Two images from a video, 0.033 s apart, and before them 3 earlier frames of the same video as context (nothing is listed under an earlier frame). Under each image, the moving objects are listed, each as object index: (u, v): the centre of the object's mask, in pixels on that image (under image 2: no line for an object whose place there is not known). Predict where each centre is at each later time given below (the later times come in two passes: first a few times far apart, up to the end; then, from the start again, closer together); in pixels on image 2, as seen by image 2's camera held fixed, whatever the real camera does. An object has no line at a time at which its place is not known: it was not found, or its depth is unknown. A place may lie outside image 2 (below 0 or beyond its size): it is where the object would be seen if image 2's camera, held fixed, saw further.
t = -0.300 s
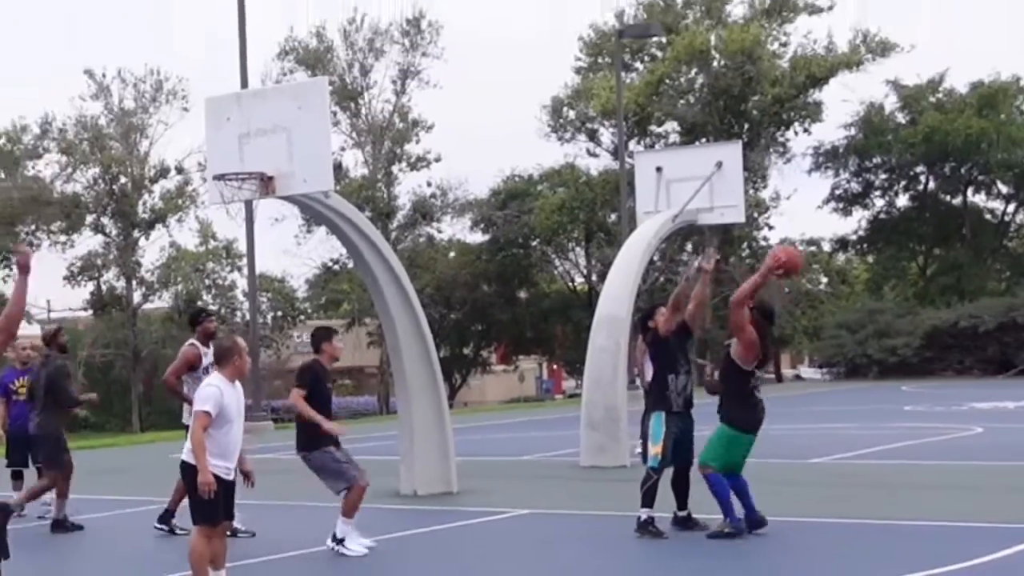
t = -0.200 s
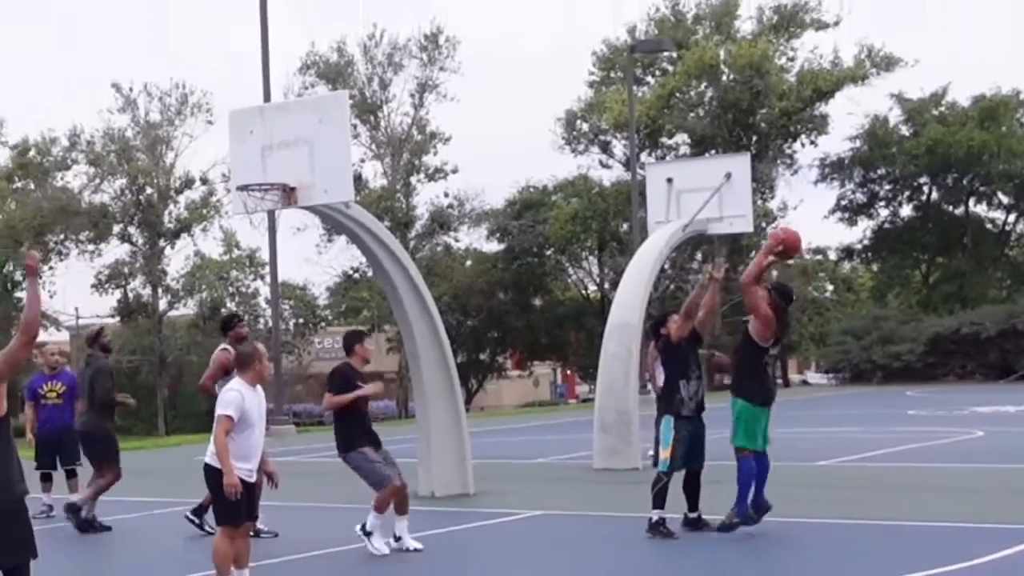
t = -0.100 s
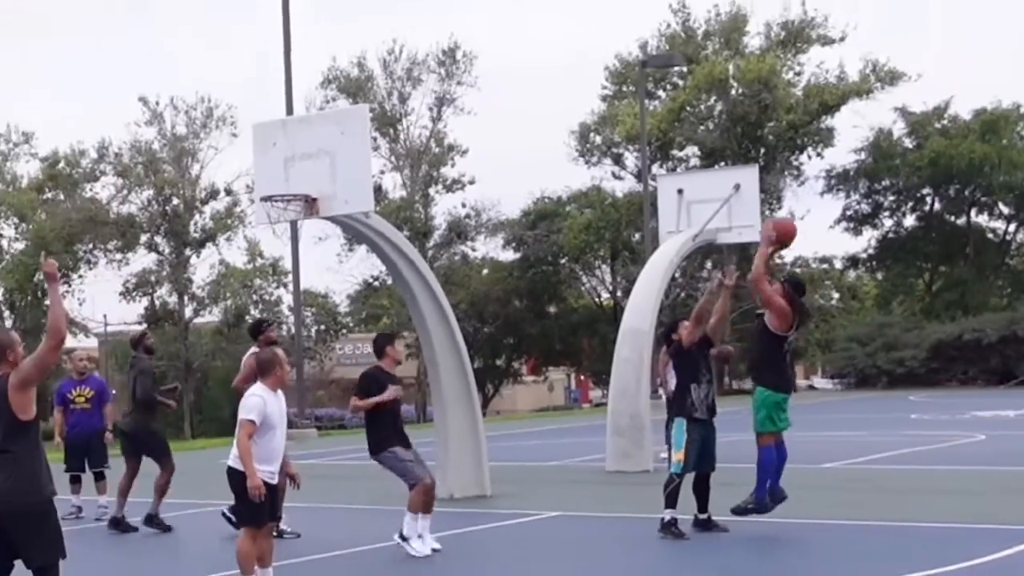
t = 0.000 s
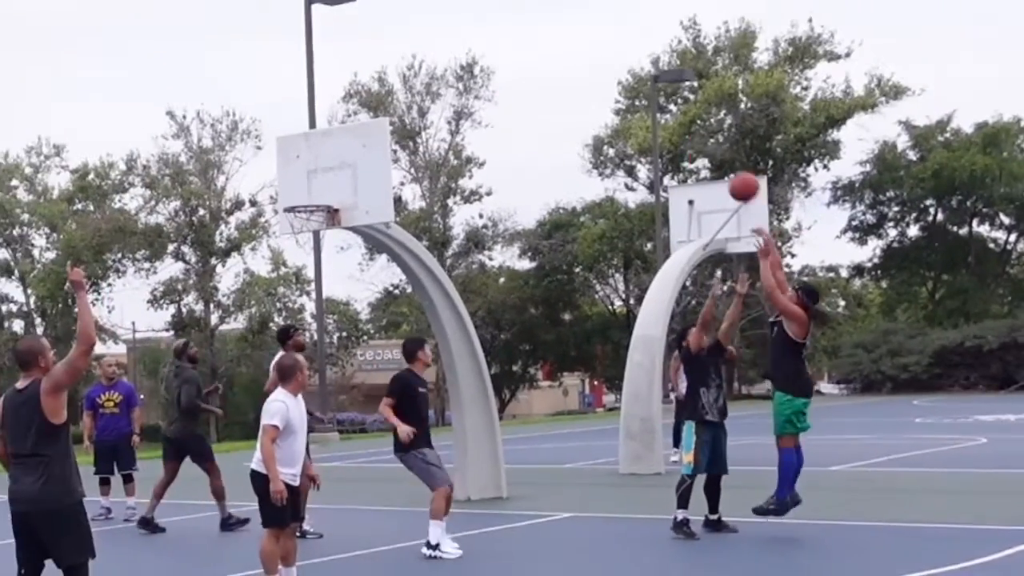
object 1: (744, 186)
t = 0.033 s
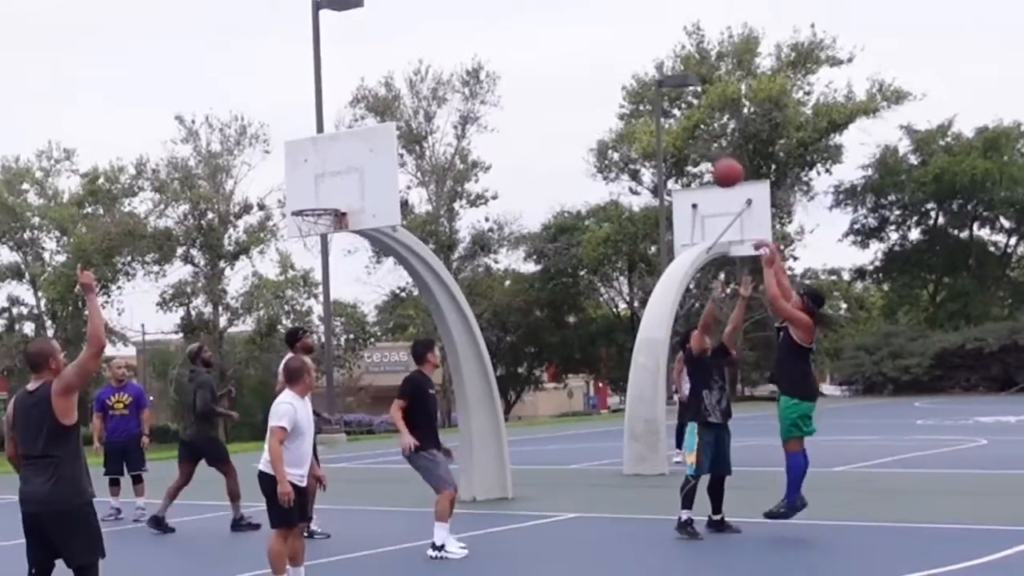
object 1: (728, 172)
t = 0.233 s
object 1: (615, 100)
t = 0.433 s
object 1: (513, 81)
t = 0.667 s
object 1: (413, 110)
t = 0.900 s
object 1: (325, 185)
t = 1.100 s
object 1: (279, 194)
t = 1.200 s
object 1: (261, 198)
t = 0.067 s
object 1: (707, 156)
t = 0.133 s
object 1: (670, 129)
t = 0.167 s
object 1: (650, 118)
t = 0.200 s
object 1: (632, 108)
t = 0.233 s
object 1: (615, 100)
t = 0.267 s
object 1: (596, 94)
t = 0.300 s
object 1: (579, 88)
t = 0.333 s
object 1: (561, 85)
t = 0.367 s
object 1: (545, 82)
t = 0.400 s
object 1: (529, 81)
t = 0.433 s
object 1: (513, 81)
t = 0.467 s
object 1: (498, 81)
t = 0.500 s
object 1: (483, 84)
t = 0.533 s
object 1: (468, 87)
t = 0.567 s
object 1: (455, 91)
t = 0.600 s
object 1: (441, 96)
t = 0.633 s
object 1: (426, 103)
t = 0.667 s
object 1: (413, 110)
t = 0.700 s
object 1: (399, 118)
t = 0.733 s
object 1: (387, 126)
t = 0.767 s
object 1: (374, 136)
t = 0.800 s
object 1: (362, 147)
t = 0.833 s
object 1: (349, 159)
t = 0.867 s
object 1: (337, 172)
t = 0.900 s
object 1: (325, 185)
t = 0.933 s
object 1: (314, 200)
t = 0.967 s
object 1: (306, 203)
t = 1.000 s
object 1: (299, 200)
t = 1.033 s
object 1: (292, 197)
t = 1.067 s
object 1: (285, 195)
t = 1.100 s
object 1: (279, 194)
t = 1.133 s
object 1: (273, 195)
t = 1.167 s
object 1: (267, 196)
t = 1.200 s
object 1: (261, 198)
